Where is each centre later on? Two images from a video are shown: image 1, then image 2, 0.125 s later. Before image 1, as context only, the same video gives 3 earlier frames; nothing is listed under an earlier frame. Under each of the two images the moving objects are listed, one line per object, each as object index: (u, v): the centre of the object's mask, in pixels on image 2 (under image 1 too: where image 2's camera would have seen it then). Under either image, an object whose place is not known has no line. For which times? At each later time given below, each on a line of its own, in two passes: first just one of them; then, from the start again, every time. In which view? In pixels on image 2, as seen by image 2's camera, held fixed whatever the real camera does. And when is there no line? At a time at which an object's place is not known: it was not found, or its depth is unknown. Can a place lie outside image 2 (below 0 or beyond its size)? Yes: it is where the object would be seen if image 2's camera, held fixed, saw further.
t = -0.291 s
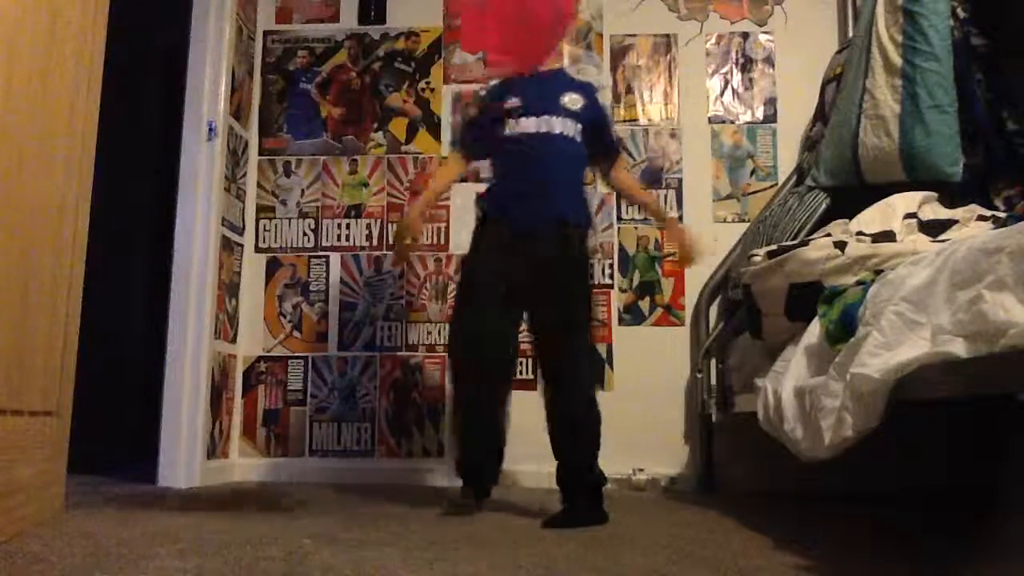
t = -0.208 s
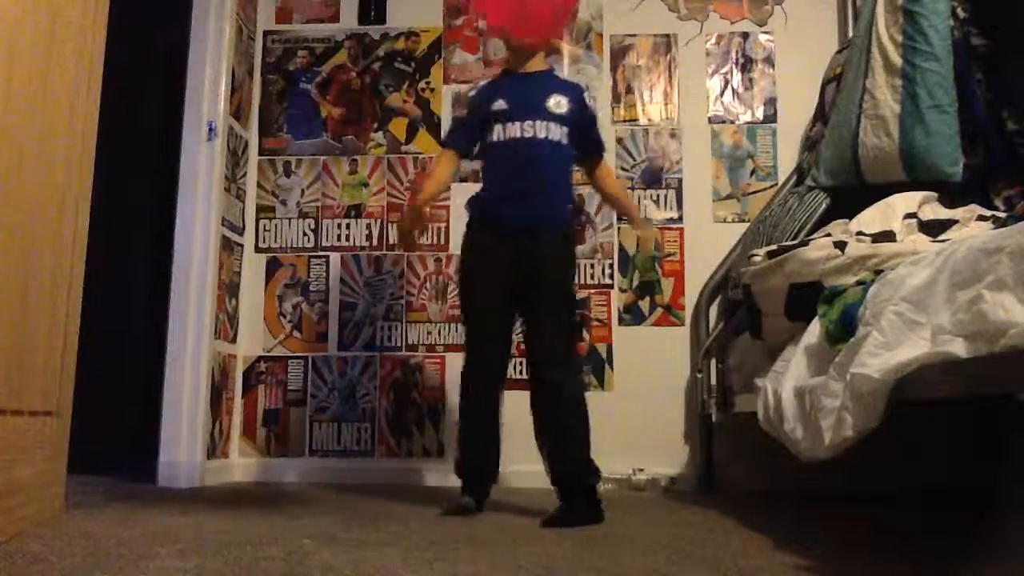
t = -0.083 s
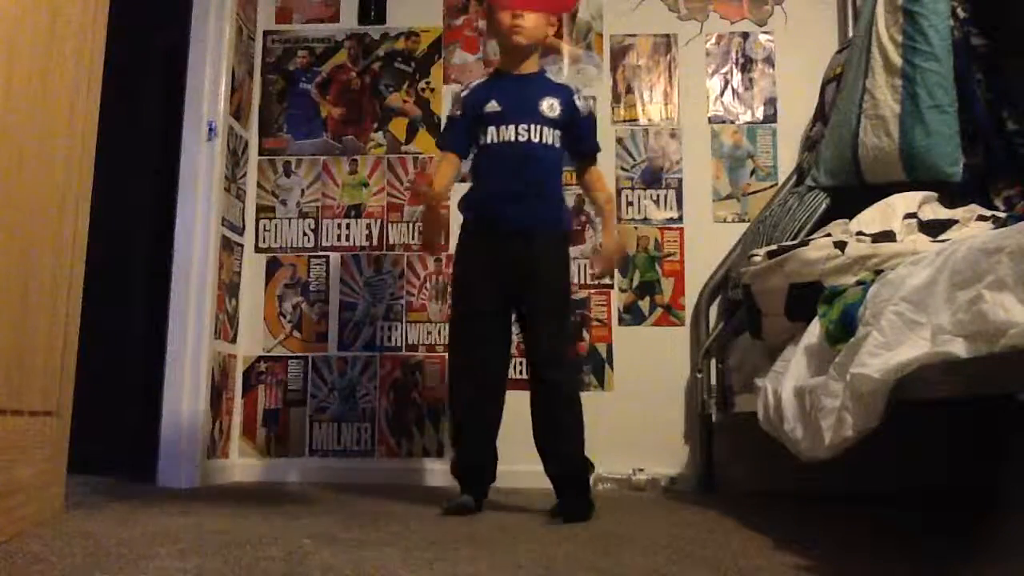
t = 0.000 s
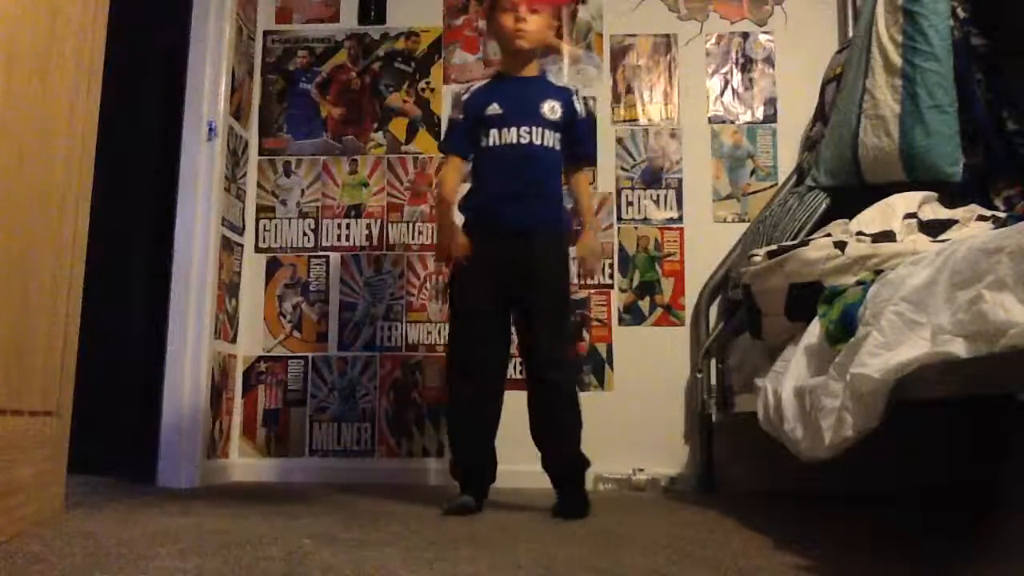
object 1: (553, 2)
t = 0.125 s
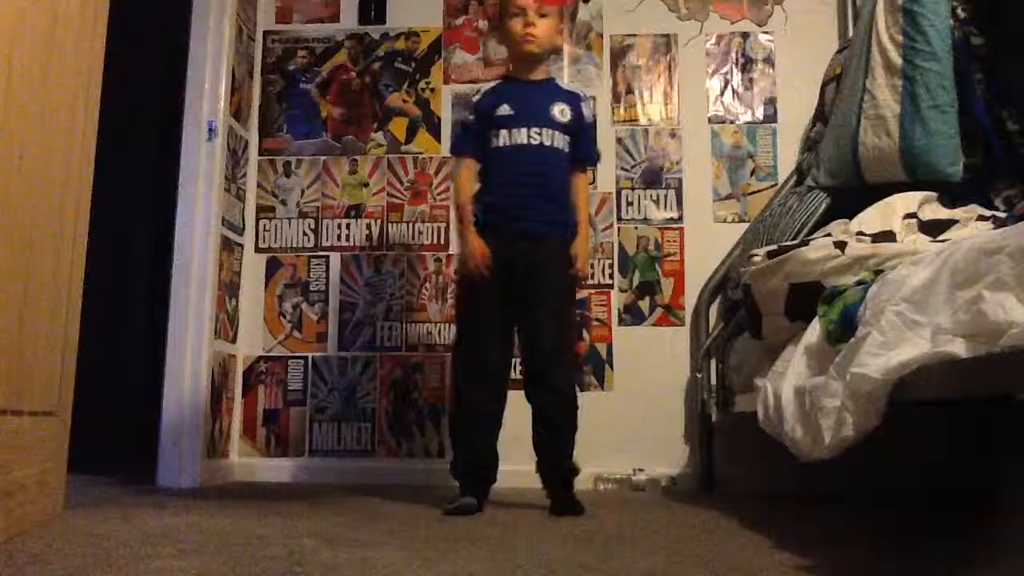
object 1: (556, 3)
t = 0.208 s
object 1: (559, 6)
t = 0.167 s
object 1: (562, 4)
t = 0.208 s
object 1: (559, 6)
